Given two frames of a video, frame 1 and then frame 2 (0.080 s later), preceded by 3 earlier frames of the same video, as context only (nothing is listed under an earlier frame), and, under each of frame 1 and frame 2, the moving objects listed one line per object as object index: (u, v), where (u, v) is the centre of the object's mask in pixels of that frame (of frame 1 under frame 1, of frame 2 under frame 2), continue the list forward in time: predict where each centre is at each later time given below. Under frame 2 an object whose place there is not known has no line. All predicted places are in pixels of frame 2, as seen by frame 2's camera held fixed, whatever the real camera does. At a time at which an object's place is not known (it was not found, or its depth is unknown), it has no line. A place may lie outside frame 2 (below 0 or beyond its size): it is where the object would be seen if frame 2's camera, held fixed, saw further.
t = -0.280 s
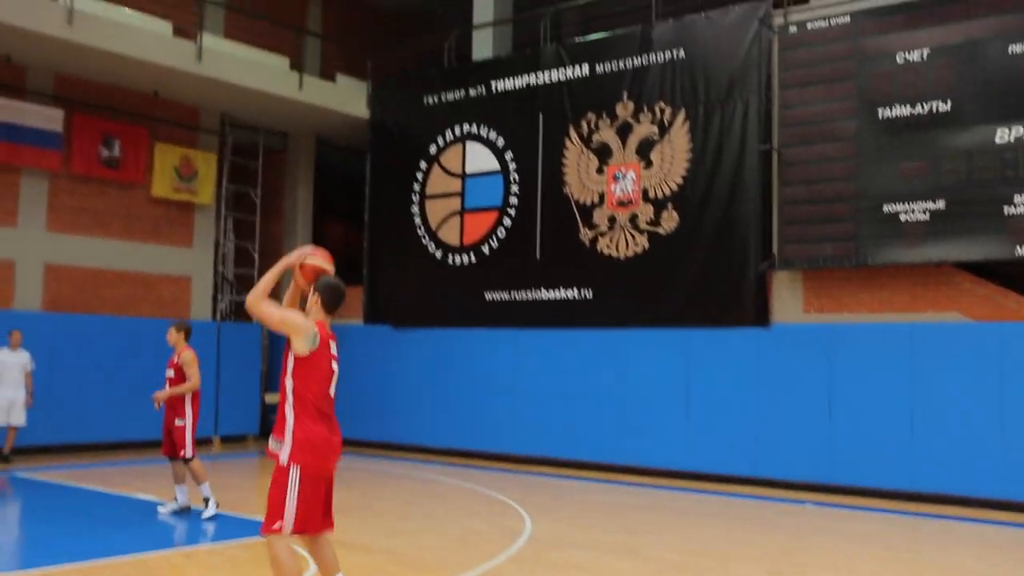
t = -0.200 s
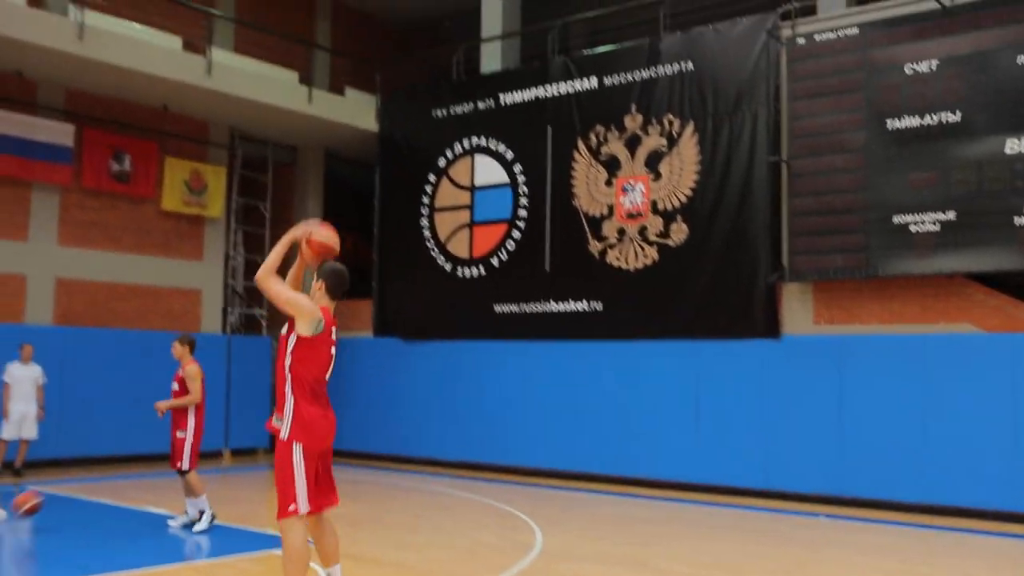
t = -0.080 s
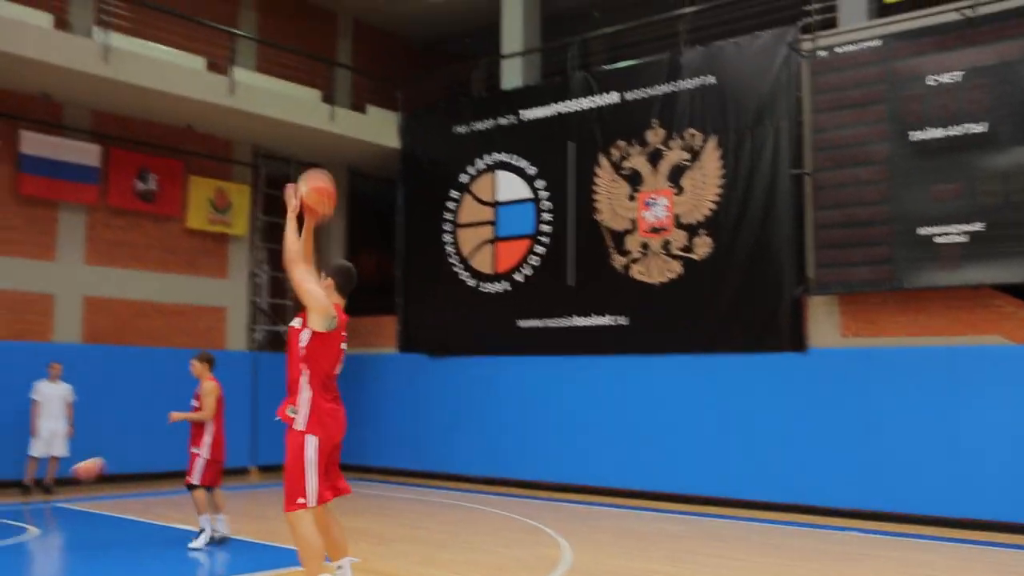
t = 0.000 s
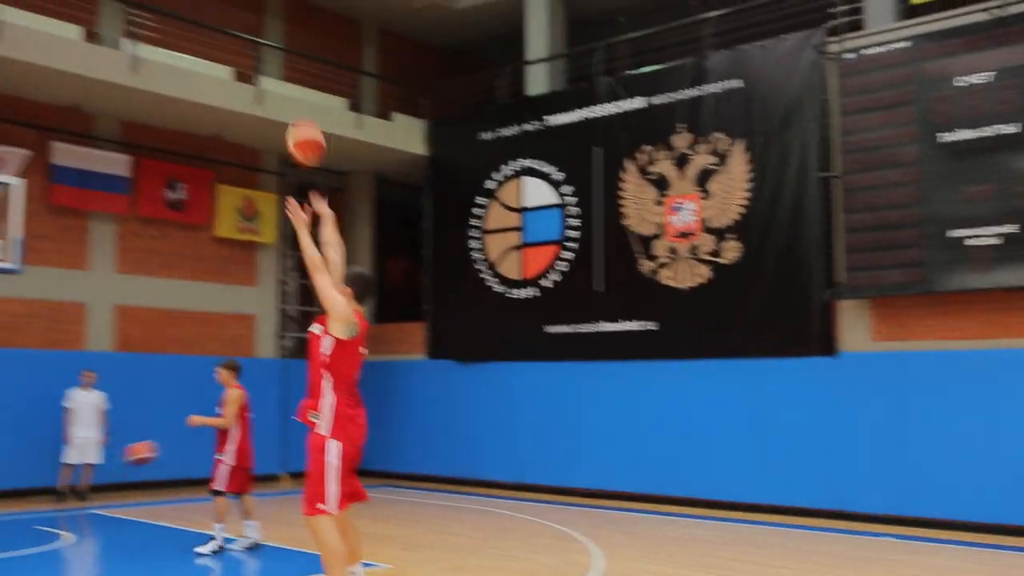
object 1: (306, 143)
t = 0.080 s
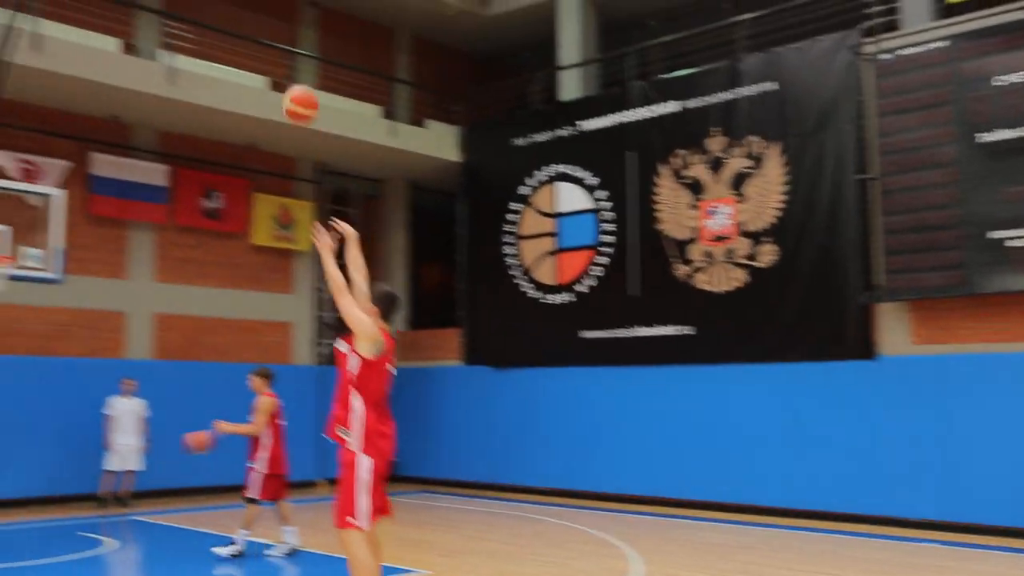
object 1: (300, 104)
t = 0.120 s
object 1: (282, 86)
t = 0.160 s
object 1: (264, 71)
